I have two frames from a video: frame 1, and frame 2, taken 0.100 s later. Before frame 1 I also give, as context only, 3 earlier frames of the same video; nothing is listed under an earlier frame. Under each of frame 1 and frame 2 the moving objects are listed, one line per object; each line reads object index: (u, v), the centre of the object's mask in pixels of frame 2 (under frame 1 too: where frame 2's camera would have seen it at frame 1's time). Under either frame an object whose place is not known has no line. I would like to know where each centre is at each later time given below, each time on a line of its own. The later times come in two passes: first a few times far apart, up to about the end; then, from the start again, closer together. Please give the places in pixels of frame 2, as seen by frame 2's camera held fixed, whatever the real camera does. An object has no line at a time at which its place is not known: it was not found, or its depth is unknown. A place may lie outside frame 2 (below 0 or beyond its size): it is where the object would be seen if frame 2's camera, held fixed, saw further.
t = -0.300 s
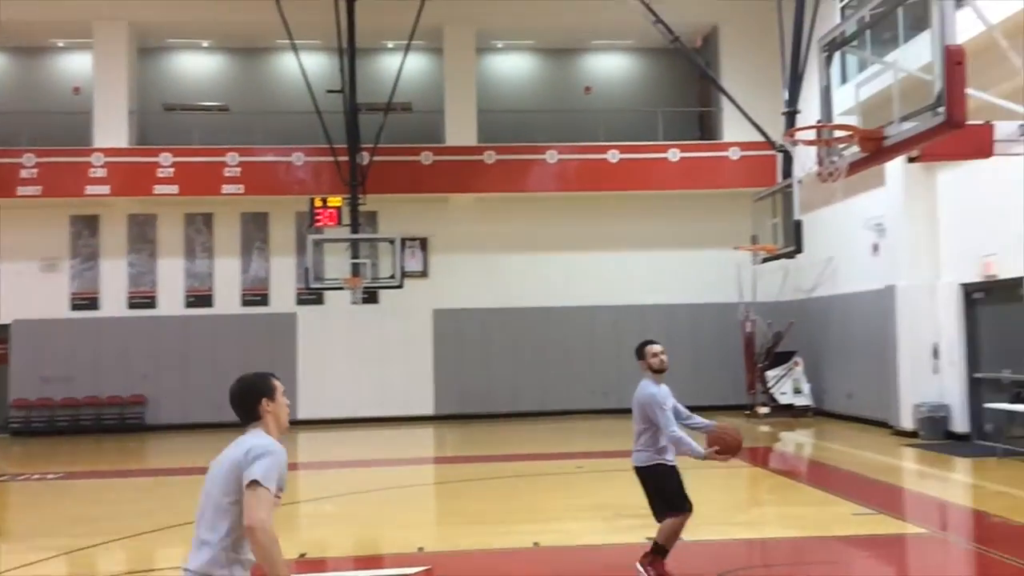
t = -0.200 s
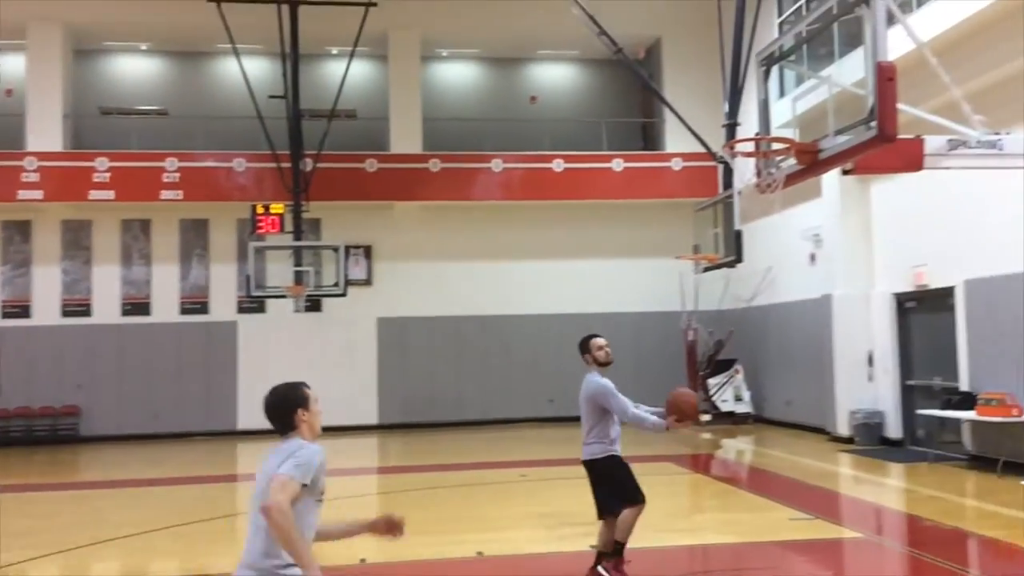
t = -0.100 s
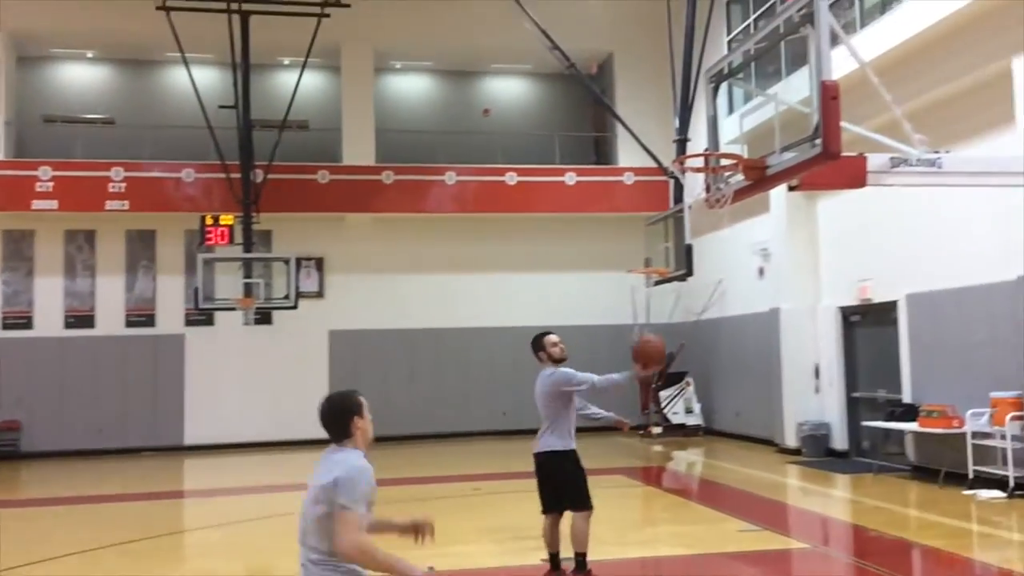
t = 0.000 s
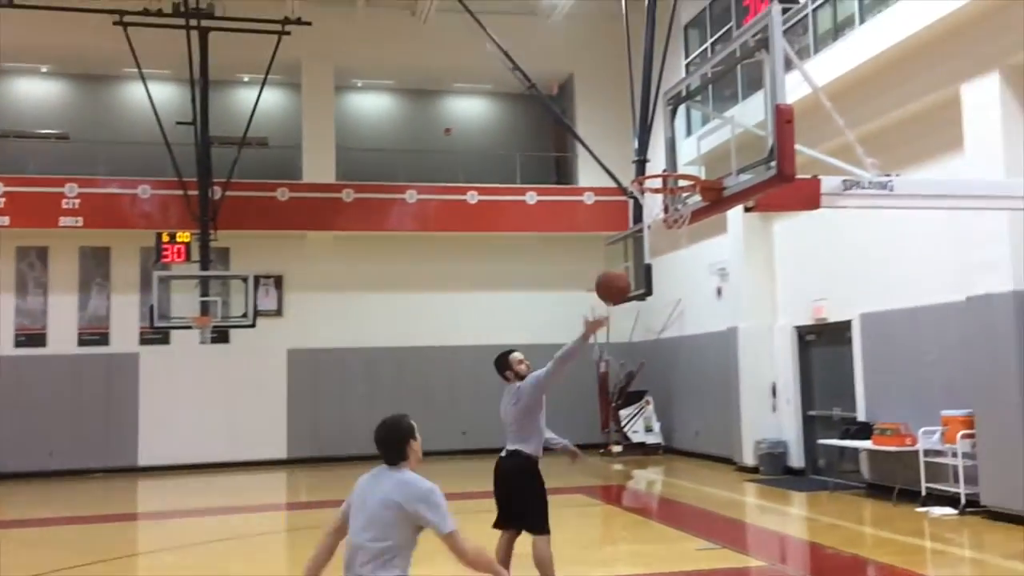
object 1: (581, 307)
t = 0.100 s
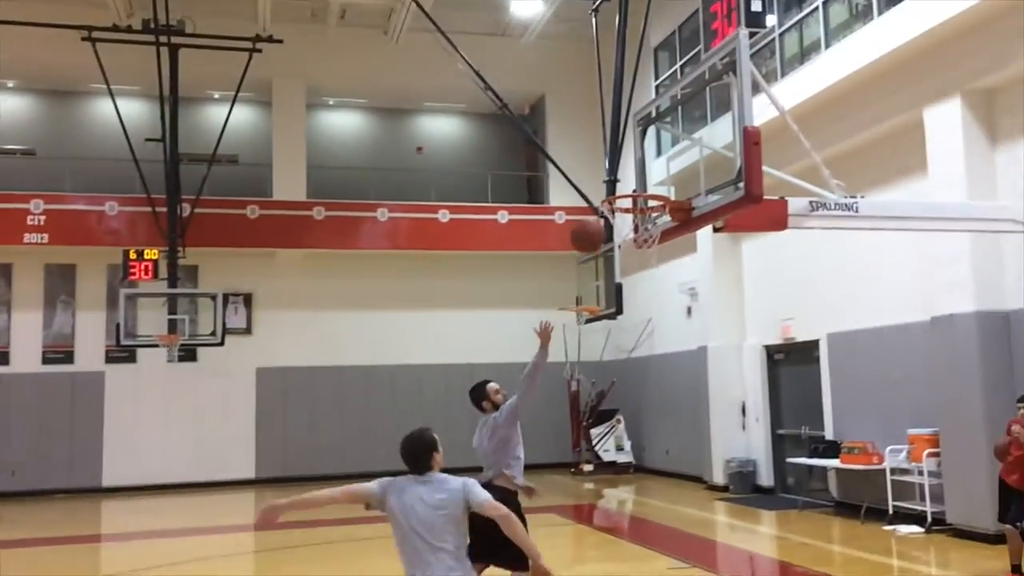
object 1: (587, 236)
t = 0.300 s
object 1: (596, 139)
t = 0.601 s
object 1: (614, 102)
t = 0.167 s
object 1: (590, 197)
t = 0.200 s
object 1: (591, 180)
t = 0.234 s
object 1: (593, 165)
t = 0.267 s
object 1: (595, 151)
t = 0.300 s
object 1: (596, 139)
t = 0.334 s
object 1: (598, 129)
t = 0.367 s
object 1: (599, 120)
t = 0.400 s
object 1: (602, 113)
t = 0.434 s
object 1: (604, 107)
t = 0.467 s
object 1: (605, 103)
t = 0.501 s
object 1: (608, 100)
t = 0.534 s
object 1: (610, 99)
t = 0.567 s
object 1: (612, 100)
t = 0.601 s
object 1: (614, 102)
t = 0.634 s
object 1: (616, 105)
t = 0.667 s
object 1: (619, 110)
